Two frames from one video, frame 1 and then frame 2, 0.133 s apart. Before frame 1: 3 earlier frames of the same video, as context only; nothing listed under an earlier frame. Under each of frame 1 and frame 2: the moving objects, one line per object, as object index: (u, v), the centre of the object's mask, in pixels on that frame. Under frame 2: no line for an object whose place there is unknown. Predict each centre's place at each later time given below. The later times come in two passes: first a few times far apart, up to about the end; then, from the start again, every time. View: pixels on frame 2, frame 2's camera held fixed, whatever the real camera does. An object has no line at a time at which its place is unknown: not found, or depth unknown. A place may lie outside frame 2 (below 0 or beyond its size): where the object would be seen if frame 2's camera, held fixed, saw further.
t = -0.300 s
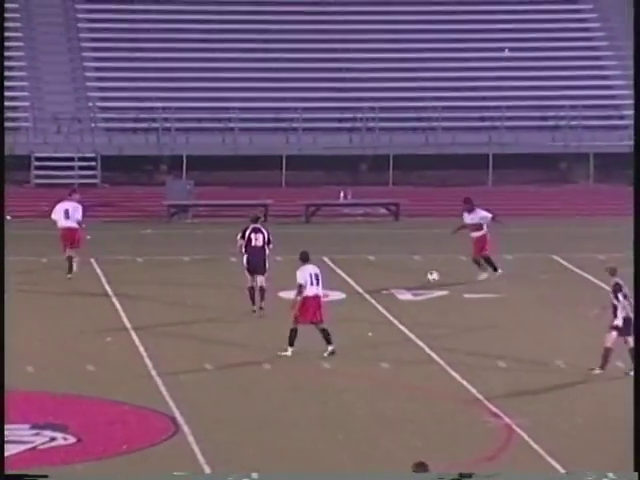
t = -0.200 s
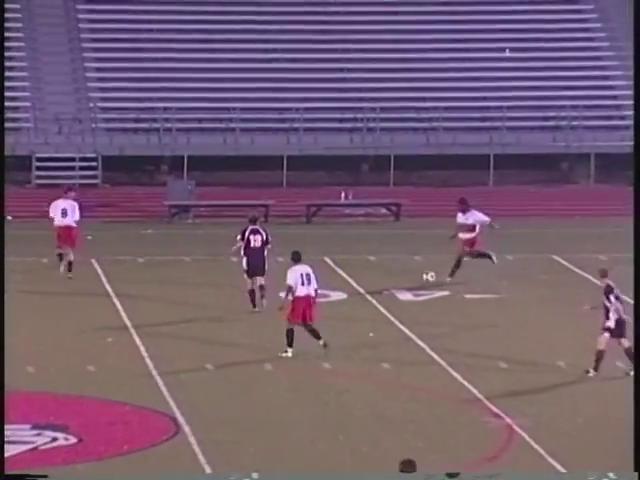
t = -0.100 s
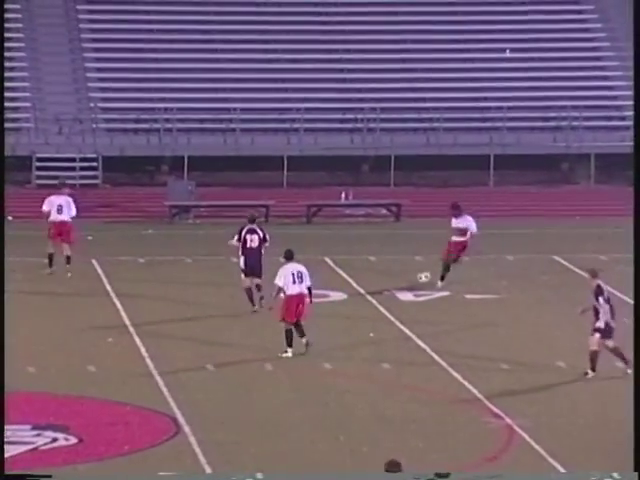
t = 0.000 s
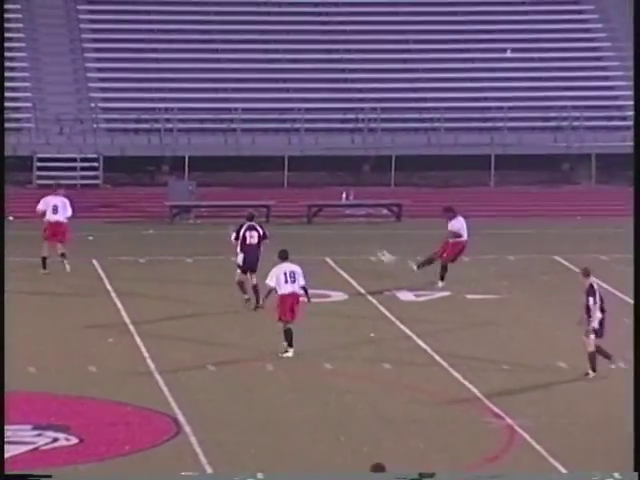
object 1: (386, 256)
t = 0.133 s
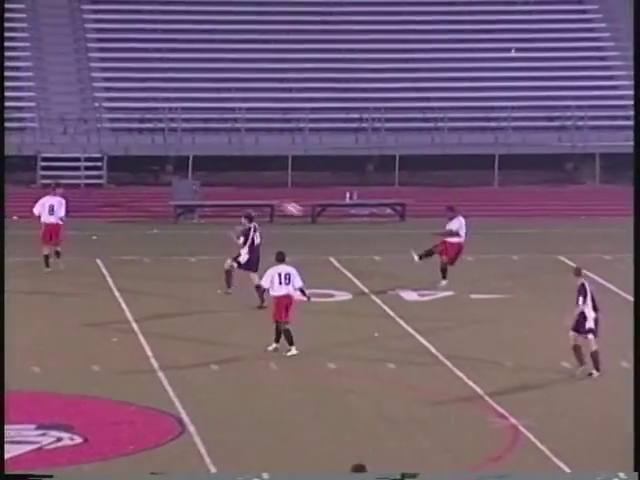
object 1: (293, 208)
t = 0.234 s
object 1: (221, 176)
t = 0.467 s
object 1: (60, 111)
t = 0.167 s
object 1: (269, 197)
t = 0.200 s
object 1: (244, 186)
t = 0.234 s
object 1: (221, 176)
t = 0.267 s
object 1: (197, 166)
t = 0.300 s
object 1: (174, 156)
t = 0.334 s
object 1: (151, 146)
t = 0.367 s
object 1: (128, 137)
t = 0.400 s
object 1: (104, 128)
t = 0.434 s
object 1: (83, 119)
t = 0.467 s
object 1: (60, 111)
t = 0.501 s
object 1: (38, 104)
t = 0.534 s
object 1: (16, 96)
